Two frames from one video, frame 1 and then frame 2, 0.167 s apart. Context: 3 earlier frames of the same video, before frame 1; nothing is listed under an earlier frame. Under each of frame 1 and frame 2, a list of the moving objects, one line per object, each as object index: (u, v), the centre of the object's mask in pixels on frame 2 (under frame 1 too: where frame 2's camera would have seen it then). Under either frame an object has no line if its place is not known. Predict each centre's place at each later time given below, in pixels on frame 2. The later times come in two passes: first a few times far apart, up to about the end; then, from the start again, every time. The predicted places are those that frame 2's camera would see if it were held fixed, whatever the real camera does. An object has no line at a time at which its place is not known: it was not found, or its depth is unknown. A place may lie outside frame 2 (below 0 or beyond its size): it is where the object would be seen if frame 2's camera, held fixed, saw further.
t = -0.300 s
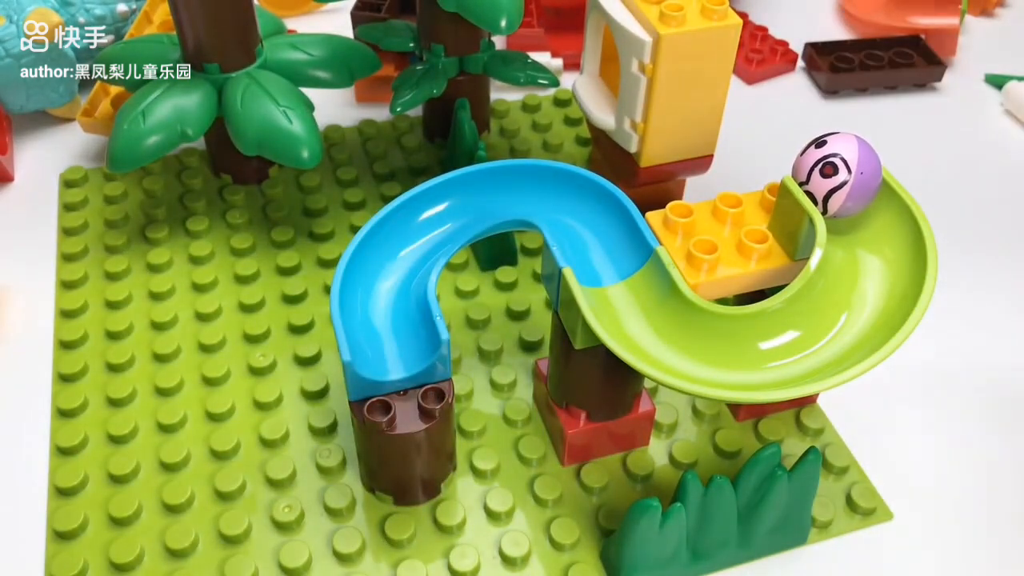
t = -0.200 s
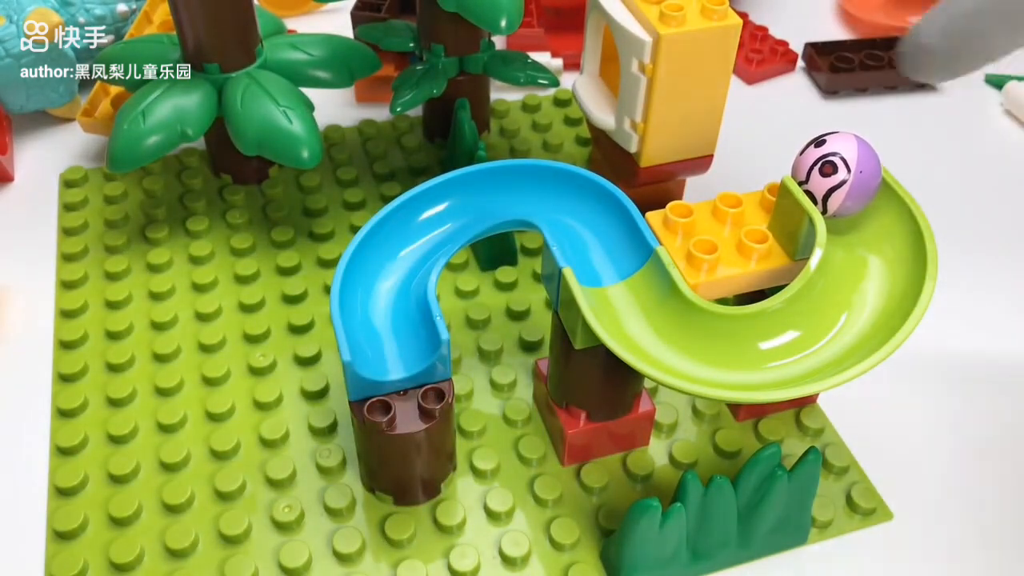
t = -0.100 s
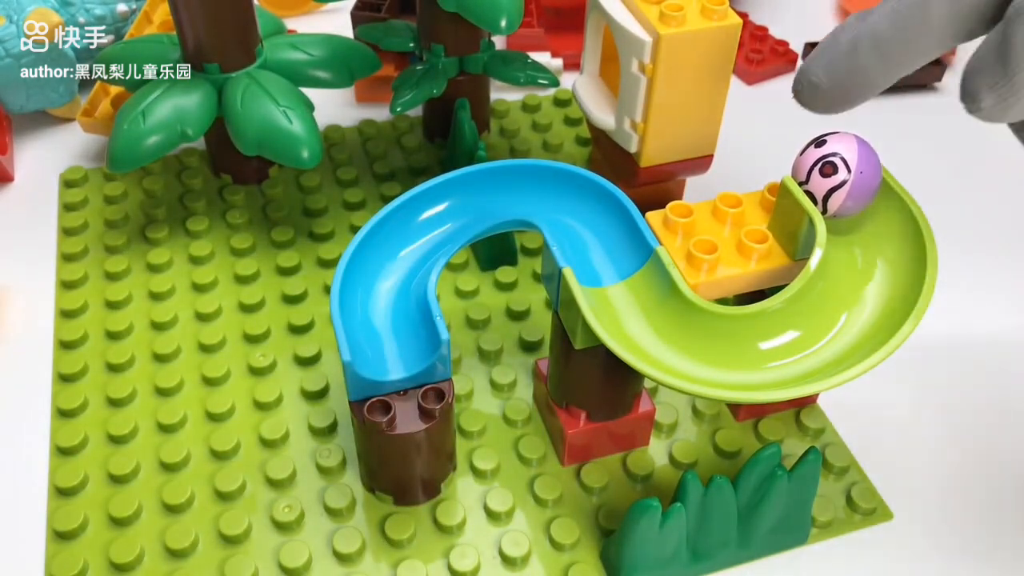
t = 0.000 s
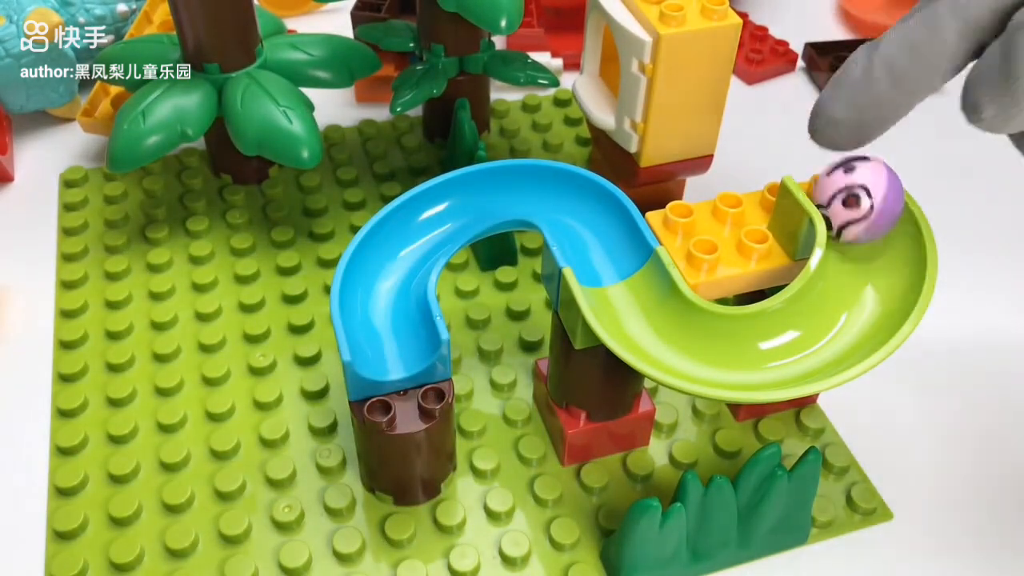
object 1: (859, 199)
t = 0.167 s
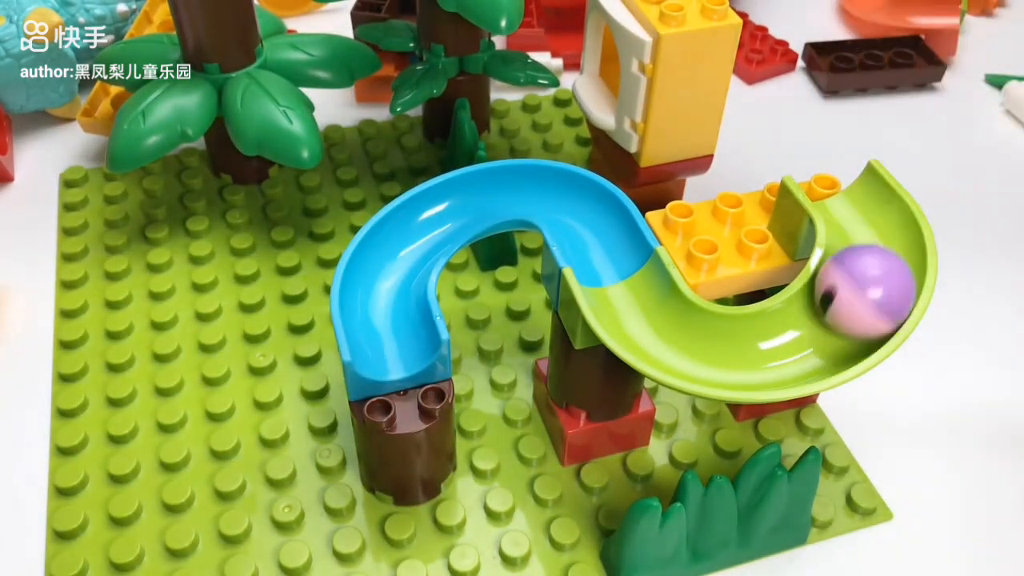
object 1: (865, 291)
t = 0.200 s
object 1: (841, 317)
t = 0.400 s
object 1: (595, 226)
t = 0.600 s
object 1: (383, 282)
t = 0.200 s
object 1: (841, 317)
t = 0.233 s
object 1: (803, 339)
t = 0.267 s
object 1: (751, 349)
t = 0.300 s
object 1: (698, 341)
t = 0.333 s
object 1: (629, 287)
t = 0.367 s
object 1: (612, 255)
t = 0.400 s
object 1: (595, 226)
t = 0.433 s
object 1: (579, 203)
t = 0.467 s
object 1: (553, 189)
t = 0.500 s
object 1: (478, 191)
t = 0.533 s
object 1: (436, 212)
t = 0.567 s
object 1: (400, 245)
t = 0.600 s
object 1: (383, 282)
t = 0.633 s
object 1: (387, 322)
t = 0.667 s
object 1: (417, 410)
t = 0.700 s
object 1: (437, 475)
